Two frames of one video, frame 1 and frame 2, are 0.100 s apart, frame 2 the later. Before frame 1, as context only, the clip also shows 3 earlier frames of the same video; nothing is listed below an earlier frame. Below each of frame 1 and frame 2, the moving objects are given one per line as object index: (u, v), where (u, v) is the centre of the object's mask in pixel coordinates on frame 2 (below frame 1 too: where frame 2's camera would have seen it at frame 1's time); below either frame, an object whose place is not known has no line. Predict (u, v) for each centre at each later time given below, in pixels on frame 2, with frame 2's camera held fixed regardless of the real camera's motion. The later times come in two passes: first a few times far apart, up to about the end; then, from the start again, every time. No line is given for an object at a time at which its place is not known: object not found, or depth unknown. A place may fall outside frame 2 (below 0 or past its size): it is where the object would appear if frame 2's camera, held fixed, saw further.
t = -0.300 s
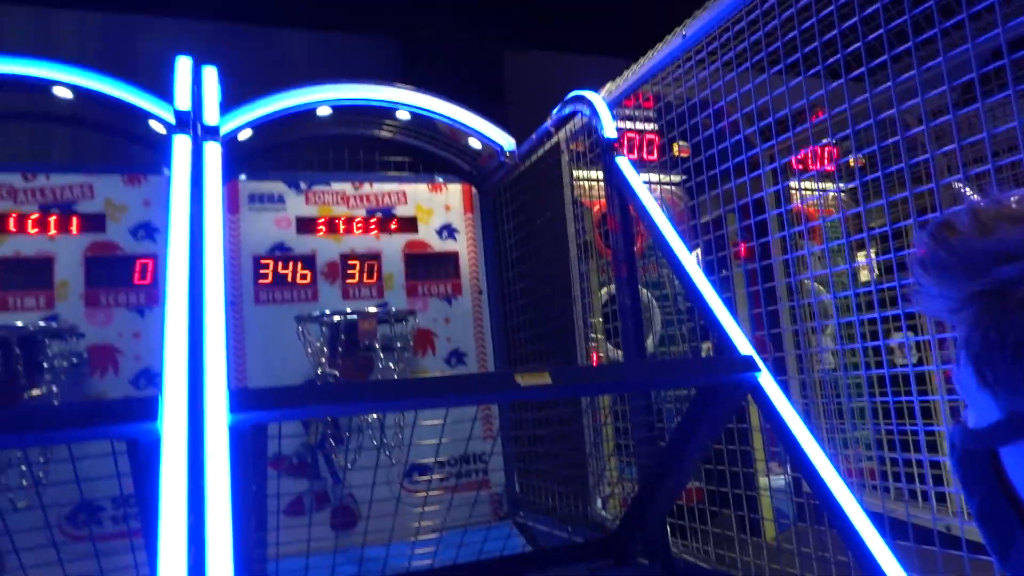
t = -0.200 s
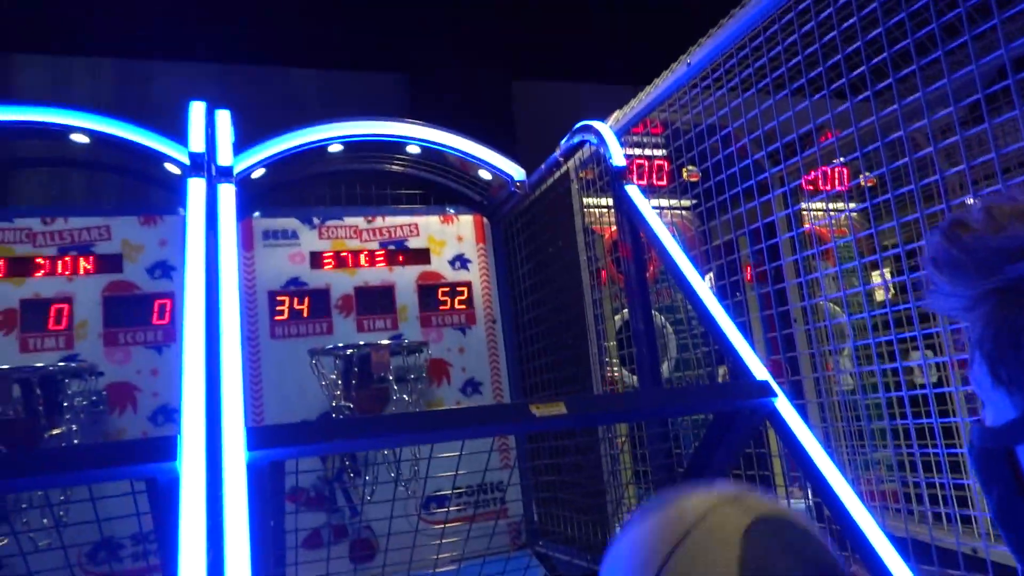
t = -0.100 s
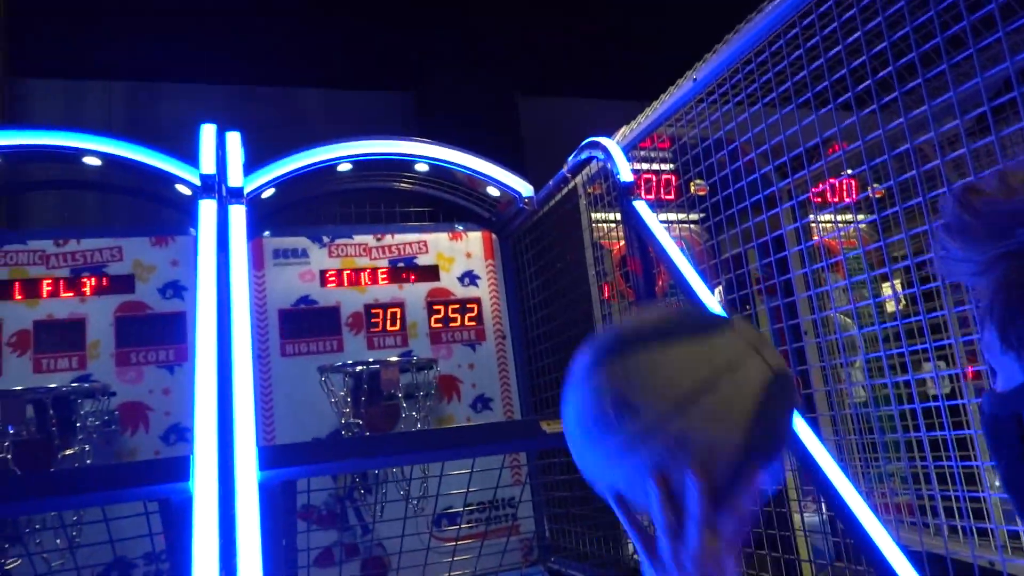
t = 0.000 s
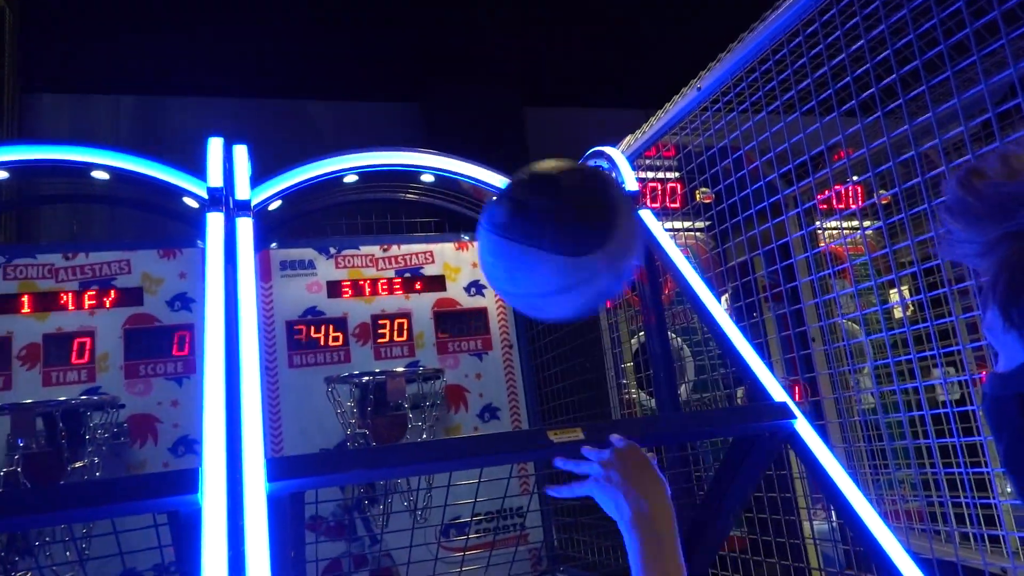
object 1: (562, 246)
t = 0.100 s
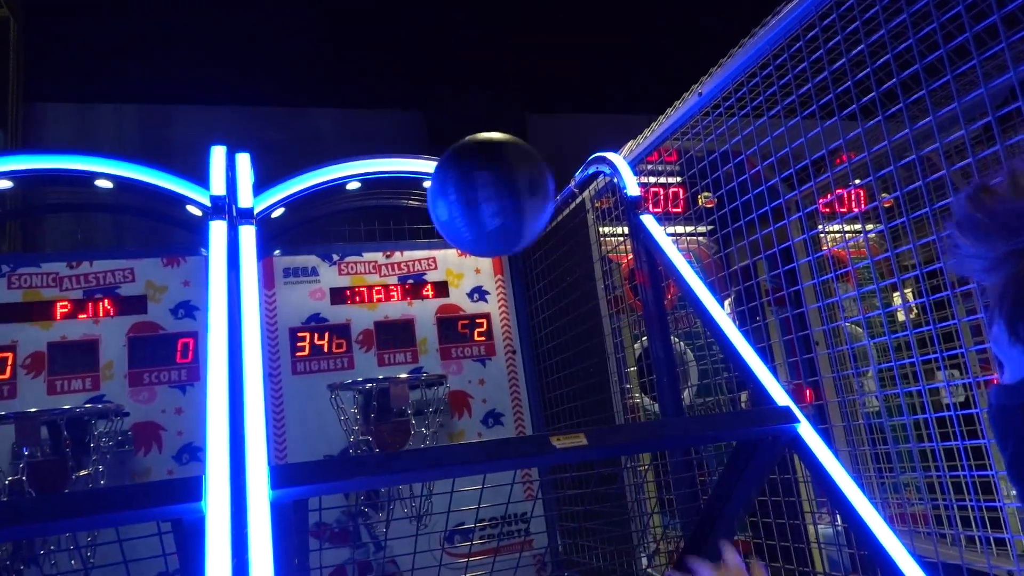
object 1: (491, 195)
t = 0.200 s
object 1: (451, 206)
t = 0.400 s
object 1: (414, 319)
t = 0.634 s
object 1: (411, 353)
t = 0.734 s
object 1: (412, 411)
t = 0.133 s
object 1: (475, 194)
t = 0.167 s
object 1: (461, 198)
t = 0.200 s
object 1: (451, 206)
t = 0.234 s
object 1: (441, 219)
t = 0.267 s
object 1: (434, 232)
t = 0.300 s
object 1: (428, 250)
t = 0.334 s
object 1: (422, 271)
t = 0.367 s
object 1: (417, 296)
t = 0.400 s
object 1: (414, 319)
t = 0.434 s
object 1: (411, 344)
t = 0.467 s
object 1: (411, 343)
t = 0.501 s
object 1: (411, 341)
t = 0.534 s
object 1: (410, 339)
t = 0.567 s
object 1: (410, 342)
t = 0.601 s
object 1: (410, 347)
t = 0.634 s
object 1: (411, 353)
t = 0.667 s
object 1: (409, 372)
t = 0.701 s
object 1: (414, 395)
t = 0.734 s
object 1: (412, 411)
